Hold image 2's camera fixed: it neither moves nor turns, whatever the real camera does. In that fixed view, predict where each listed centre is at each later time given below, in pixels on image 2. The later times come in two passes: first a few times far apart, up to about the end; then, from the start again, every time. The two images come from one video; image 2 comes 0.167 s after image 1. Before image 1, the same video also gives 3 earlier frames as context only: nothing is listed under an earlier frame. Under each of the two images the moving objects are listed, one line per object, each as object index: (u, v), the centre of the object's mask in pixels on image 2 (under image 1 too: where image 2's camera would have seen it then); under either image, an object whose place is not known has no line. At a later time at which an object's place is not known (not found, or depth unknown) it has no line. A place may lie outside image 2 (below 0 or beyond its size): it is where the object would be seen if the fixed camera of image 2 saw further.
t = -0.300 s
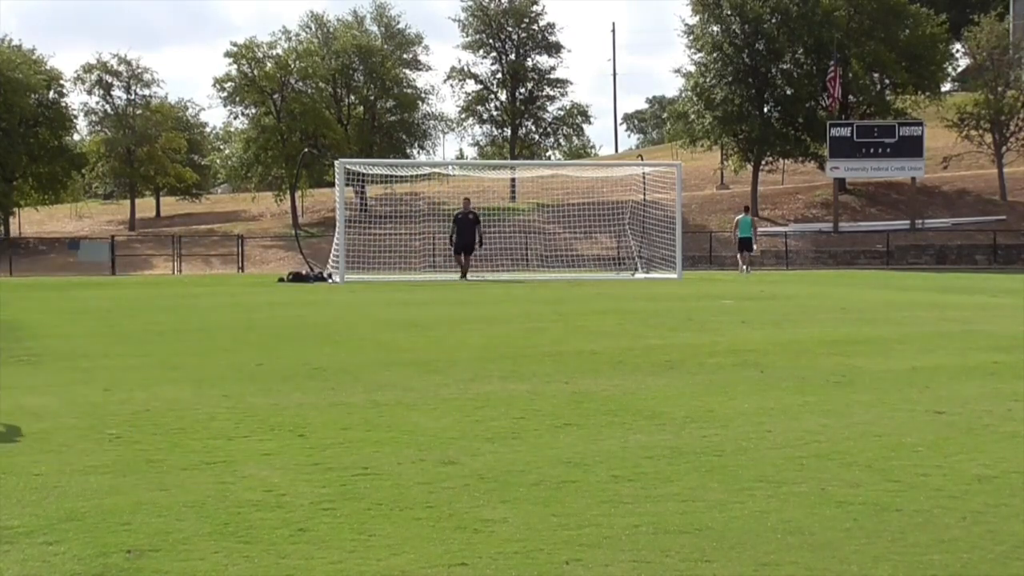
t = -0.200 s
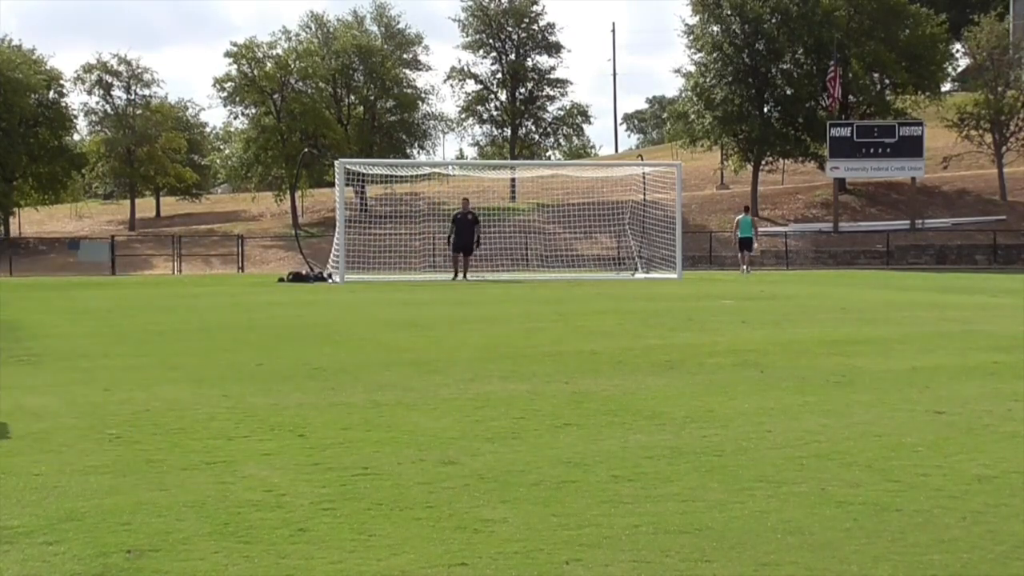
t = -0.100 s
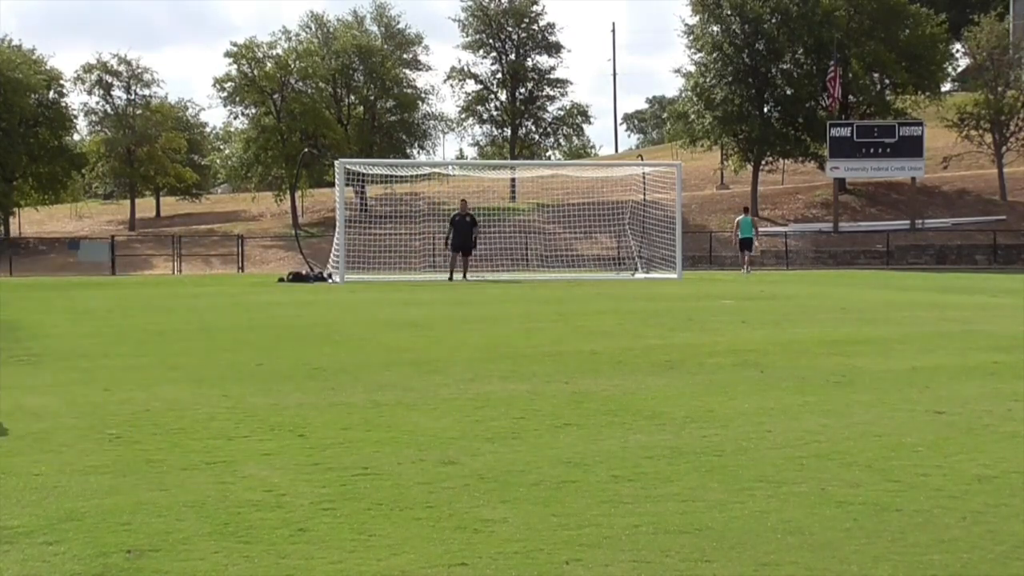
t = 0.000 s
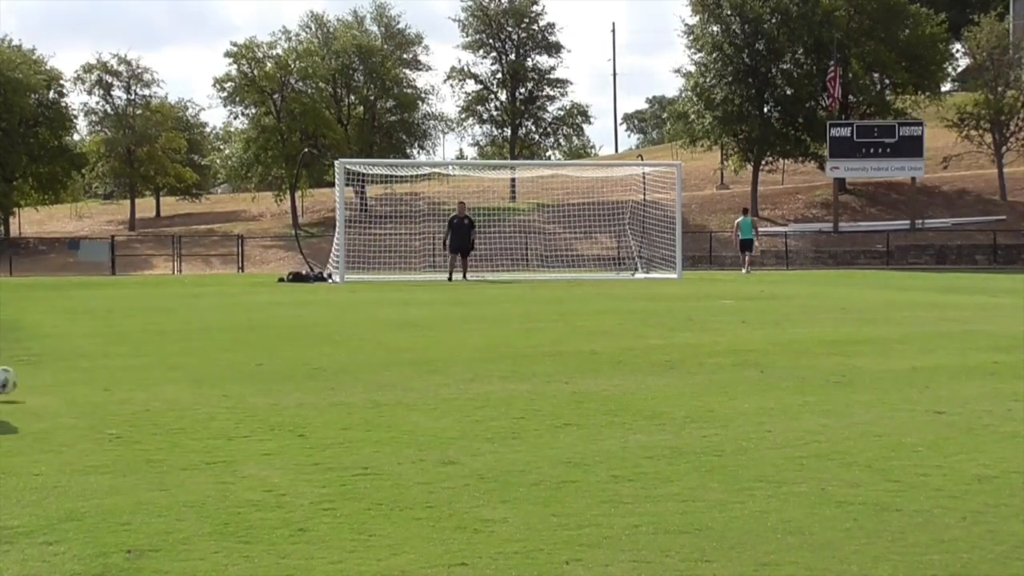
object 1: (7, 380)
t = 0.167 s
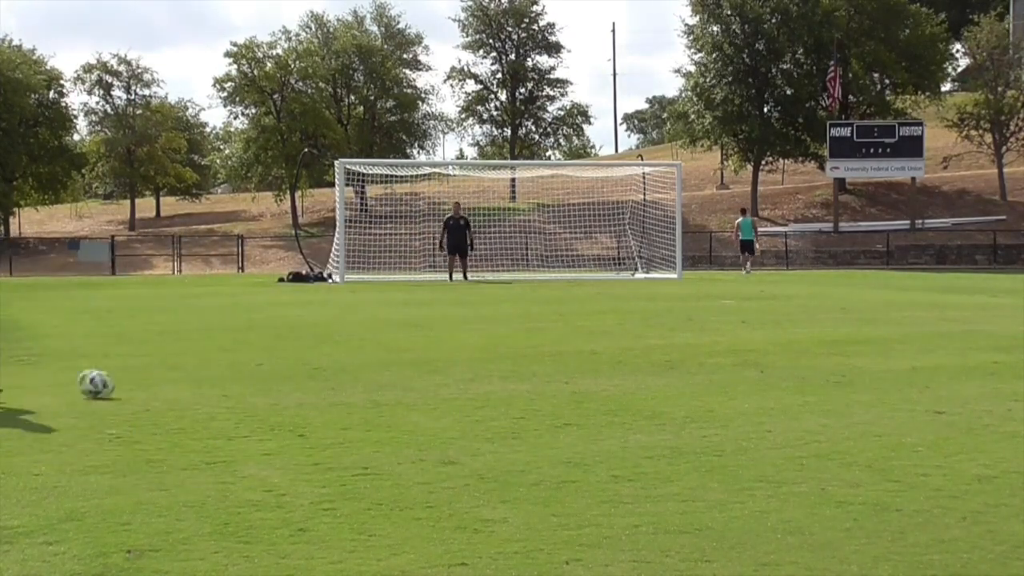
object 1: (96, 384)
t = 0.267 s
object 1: (141, 381)
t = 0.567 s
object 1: (244, 381)
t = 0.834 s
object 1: (316, 378)
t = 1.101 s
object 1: (380, 375)
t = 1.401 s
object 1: (443, 371)
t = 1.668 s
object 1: (494, 370)
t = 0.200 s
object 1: (112, 384)
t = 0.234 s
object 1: (127, 382)
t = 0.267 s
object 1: (141, 381)
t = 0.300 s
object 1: (155, 381)
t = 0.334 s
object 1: (168, 382)
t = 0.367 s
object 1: (182, 382)
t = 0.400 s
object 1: (192, 382)
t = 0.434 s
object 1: (203, 380)
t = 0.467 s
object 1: (213, 380)
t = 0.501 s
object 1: (224, 382)
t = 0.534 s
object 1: (234, 381)
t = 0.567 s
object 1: (244, 381)
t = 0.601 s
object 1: (253, 380)
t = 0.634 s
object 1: (263, 379)
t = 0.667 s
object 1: (272, 380)
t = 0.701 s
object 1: (281, 379)
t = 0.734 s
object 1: (290, 379)
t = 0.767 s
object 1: (299, 379)
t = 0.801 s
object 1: (307, 378)
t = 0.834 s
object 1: (316, 378)
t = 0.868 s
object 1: (325, 378)
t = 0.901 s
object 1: (333, 377)
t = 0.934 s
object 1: (341, 376)
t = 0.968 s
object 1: (349, 376)
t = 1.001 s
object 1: (357, 376)
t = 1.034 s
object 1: (364, 375)
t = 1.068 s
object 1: (372, 374)
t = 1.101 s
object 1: (380, 375)
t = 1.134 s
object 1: (386, 374)
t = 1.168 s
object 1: (395, 374)
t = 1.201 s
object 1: (401, 373)
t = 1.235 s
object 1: (409, 372)
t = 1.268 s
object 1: (416, 372)
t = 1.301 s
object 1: (423, 372)
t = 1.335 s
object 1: (430, 372)
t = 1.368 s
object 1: (436, 371)
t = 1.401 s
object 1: (443, 371)
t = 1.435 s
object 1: (449, 371)
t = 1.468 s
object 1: (457, 371)
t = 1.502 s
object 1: (463, 371)
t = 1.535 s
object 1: (469, 371)
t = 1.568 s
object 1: (476, 371)
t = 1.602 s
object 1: (482, 371)
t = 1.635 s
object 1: (488, 370)
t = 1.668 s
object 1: (494, 370)
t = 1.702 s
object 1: (500, 370)
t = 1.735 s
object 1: (506, 370)
